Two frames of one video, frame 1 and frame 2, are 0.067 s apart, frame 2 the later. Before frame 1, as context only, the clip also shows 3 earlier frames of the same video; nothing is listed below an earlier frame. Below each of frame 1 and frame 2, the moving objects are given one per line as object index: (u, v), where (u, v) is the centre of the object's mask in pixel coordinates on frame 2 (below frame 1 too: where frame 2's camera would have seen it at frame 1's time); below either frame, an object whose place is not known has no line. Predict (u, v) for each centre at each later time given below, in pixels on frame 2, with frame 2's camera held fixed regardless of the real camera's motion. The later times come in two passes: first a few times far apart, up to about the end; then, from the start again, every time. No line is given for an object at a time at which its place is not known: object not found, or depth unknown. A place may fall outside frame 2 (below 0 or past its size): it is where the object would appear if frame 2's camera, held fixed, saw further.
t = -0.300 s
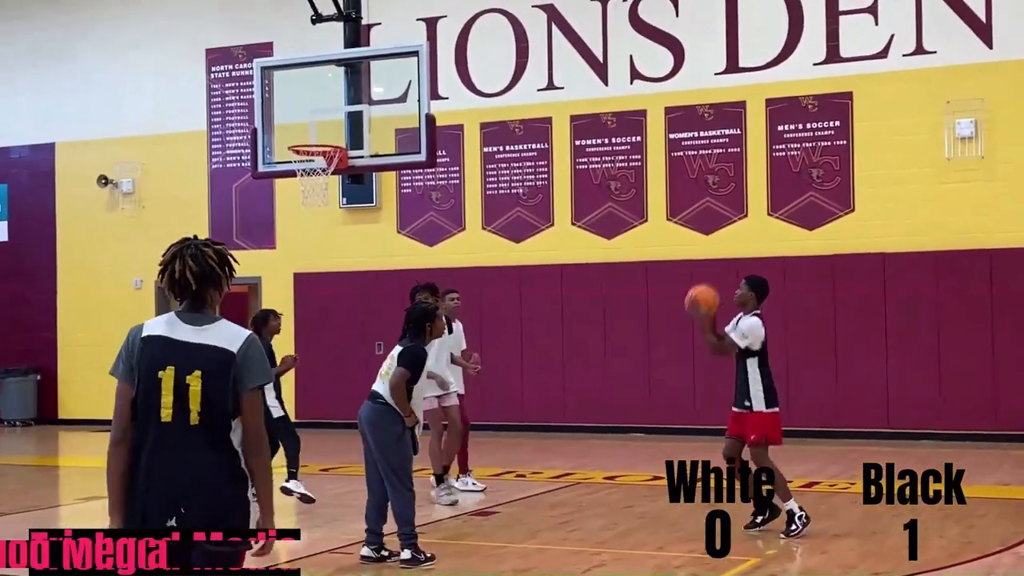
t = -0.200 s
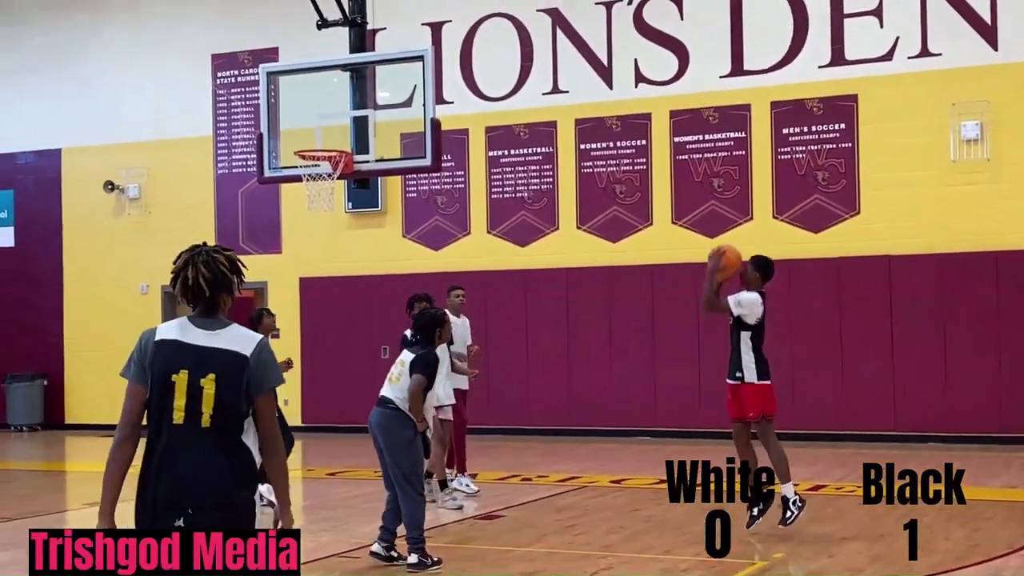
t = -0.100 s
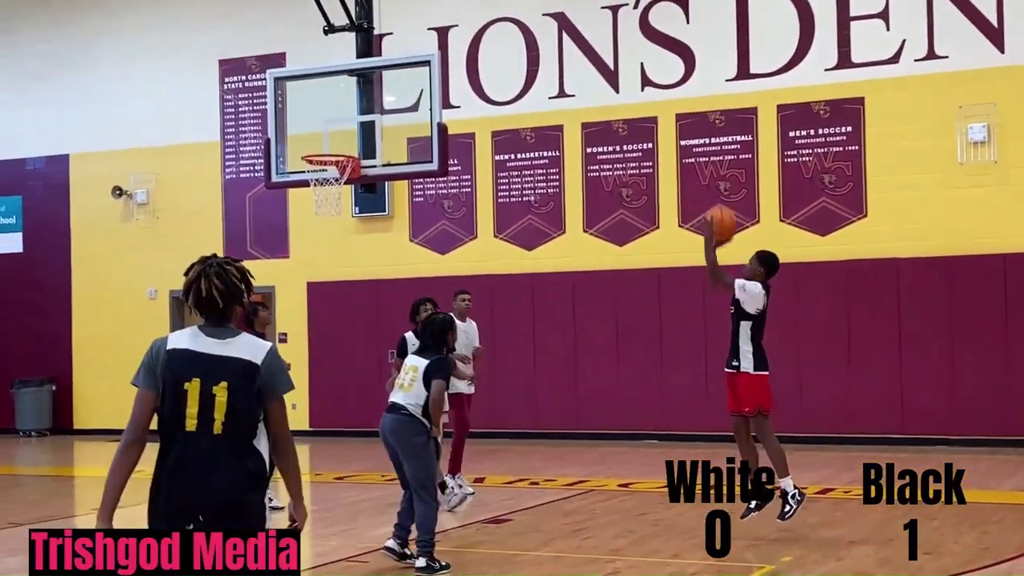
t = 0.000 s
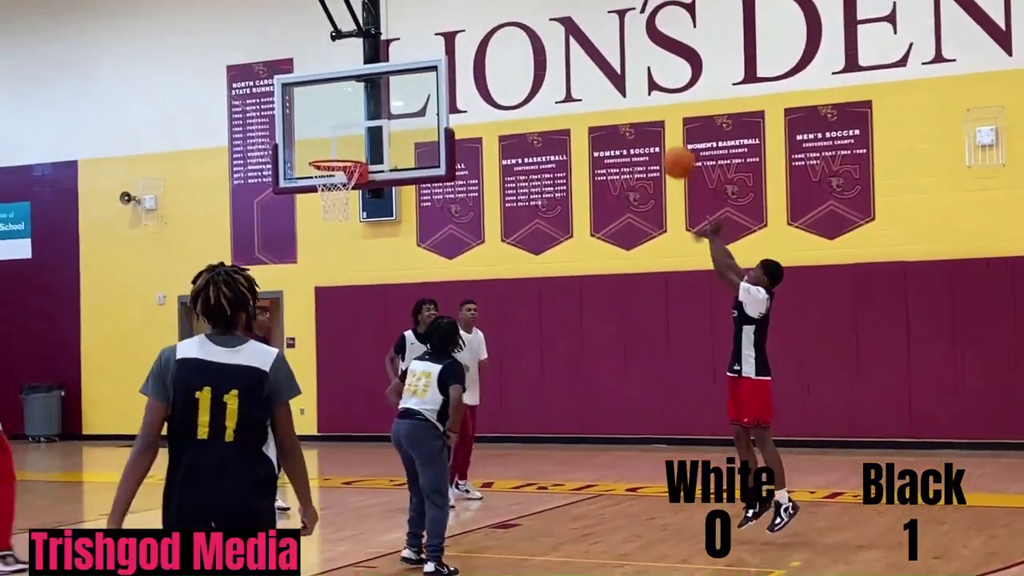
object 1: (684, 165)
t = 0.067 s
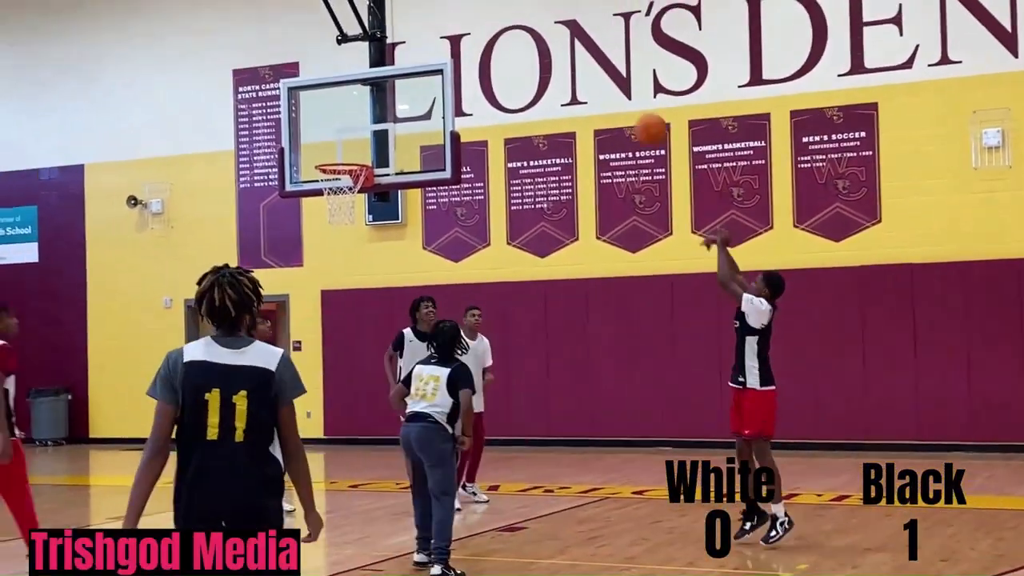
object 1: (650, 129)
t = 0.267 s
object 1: (557, 62)
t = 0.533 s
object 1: (449, 55)
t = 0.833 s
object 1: (343, 143)
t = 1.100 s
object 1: (342, 142)
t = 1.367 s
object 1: (333, 147)
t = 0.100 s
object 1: (634, 113)
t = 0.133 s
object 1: (618, 100)
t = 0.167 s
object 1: (603, 88)
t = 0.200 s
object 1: (587, 78)
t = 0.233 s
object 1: (573, 69)
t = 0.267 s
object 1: (557, 62)
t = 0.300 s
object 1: (543, 56)
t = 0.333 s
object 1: (529, 52)
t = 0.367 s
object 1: (514, 49)
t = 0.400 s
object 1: (501, 47)
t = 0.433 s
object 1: (487, 48)
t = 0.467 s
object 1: (475, 49)
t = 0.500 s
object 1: (462, 50)
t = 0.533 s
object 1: (449, 55)
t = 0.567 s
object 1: (436, 61)
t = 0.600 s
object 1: (424, 67)
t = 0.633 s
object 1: (412, 75)
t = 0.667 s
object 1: (400, 83)
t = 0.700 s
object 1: (387, 93)
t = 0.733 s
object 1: (377, 104)
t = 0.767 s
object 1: (365, 116)
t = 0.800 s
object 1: (353, 129)
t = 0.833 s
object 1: (343, 143)
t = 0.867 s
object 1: (334, 152)
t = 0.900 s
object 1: (331, 152)
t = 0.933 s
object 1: (328, 154)
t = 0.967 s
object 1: (328, 154)
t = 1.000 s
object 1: (331, 150)
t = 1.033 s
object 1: (335, 147)
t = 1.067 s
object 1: (338, 144)
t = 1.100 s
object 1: (342, 142)
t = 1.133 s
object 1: (343, 140)
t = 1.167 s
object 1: (342, 137)
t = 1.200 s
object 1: (340, 136)
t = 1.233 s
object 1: (339, 135)
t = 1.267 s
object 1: (338, 137)
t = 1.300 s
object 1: (336, 139)
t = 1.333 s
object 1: (335, 143)
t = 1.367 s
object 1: (333, 147)
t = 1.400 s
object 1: (332, 152)
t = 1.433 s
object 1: (333, 155)
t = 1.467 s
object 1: (335, 155)
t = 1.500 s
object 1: (338, 155)
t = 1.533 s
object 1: (340, 157)
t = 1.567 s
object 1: (343, 159)
